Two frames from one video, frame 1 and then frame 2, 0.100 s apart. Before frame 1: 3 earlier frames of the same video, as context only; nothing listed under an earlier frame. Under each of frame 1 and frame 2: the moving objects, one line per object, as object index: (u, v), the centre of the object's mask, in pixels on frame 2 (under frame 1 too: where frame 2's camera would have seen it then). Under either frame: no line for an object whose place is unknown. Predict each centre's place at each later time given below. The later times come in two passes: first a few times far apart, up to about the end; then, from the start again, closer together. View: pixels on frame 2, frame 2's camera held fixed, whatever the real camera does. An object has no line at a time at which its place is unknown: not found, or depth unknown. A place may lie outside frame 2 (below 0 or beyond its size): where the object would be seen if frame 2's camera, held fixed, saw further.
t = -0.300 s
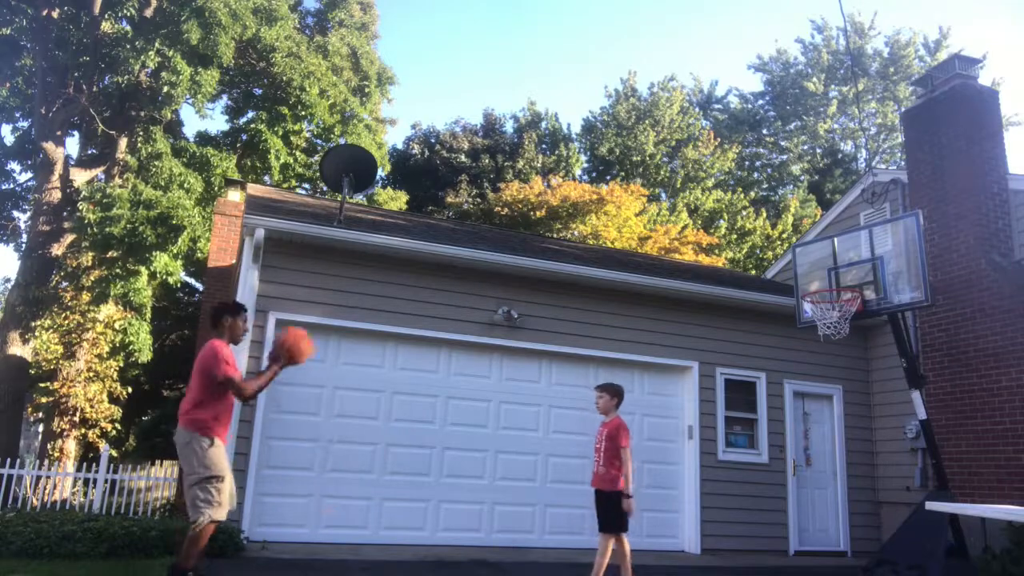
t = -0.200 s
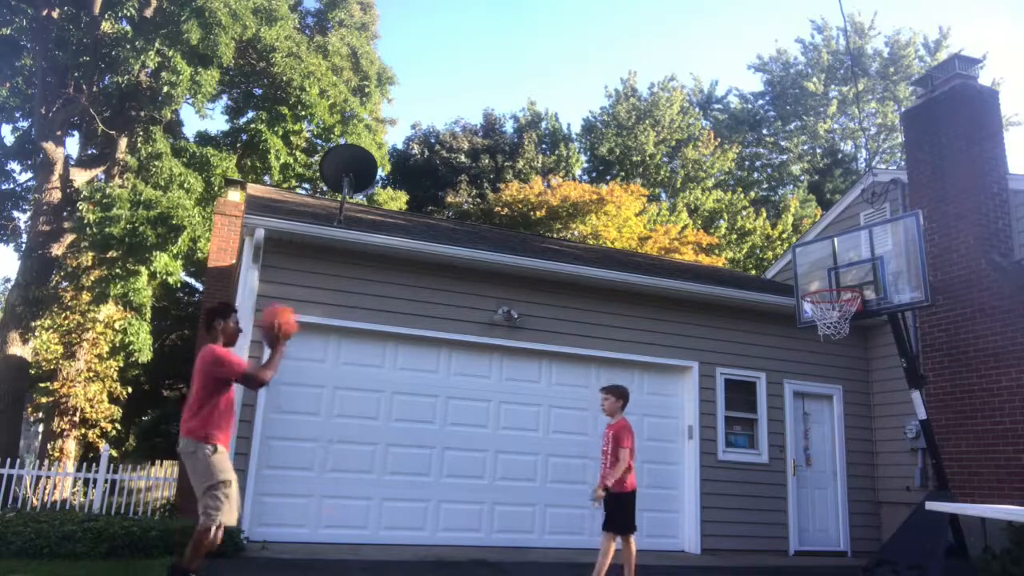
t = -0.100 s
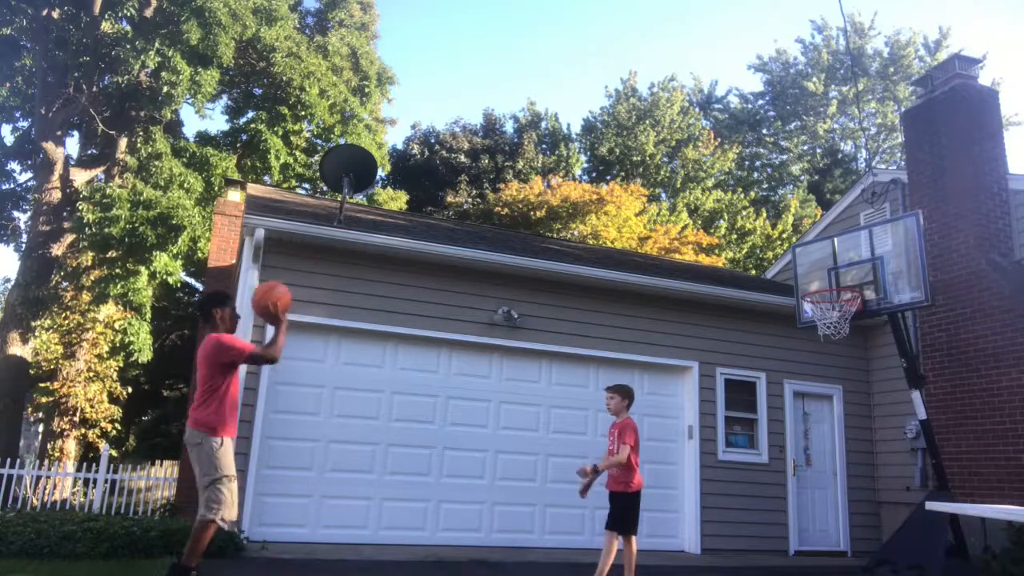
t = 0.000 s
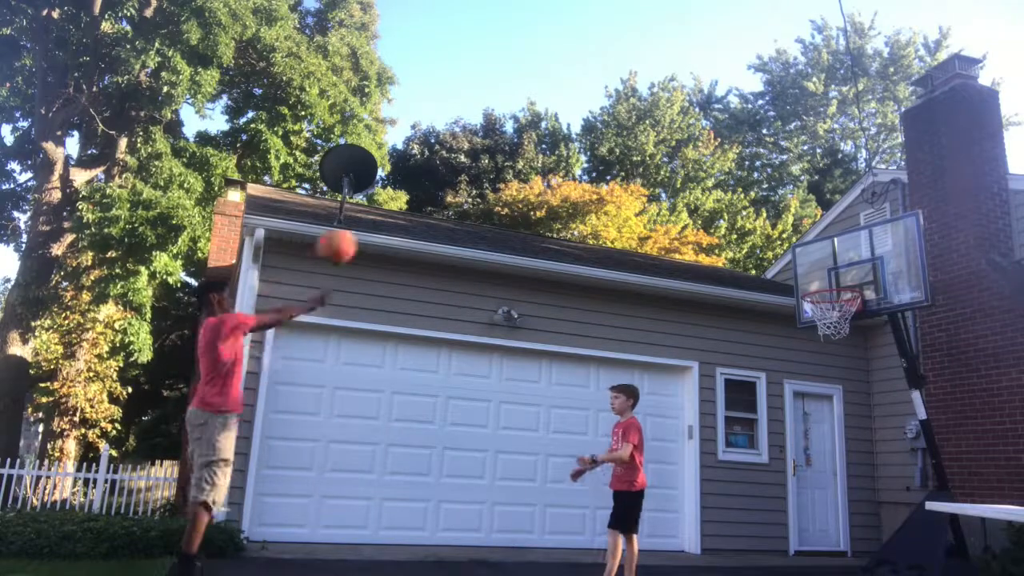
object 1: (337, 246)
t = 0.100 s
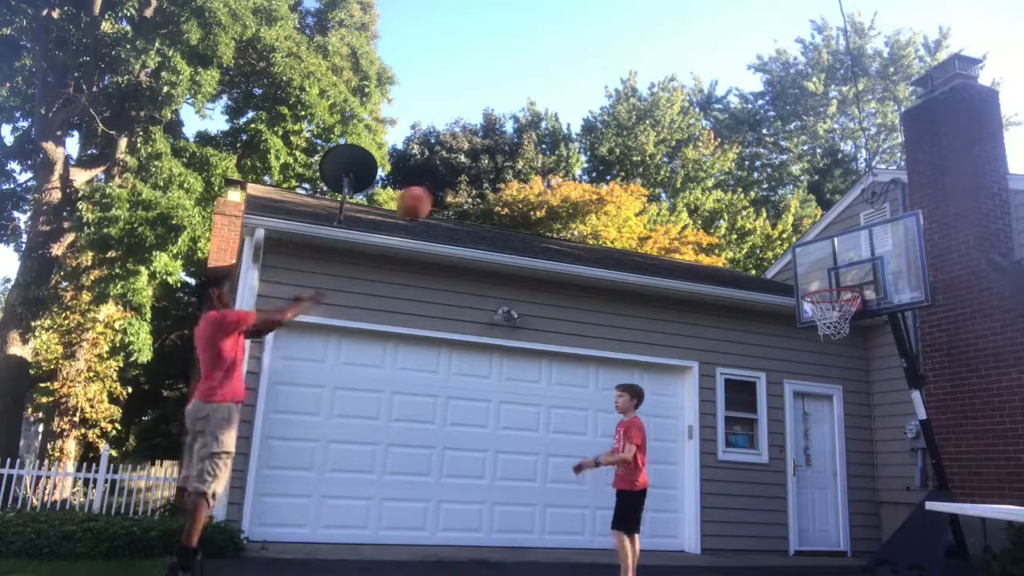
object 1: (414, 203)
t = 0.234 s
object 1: (502, 173)
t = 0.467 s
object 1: (631, 174)
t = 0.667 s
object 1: (729, 223)
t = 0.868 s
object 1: (792, 275)
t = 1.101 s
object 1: (742, 244)
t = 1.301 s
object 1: (701, 265)
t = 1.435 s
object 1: (675, 301)
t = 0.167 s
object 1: (459, 184)
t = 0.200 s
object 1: (482, 176)
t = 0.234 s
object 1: (502, 173)
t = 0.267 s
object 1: (522, 168)
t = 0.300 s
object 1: (542, 166)
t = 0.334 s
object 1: (562, 166)
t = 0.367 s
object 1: (577, 166)
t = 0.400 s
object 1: (597, 166)
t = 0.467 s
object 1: (631, 174)
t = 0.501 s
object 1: (648, 180)
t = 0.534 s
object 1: (665, 186)
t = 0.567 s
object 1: (679, 193)
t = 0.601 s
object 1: (699, 203)
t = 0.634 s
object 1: (714, 214)
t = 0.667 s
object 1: (729, 223)
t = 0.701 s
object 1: (747, 235)
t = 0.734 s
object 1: (760, 246)
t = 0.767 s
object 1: (778, 261)
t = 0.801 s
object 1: (792, 275)
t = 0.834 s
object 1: (798, 284)
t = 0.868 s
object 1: (792, 275)
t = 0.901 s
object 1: (783, 268)
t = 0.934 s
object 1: (776, 262)
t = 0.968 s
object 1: (768, 255)
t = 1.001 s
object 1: (762, 253)
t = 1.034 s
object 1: (755, 246)
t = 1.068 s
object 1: (748, 245)
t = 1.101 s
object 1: (742, 244)
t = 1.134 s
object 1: (735, 246)
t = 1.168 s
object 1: (729, 247)
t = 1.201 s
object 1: (721, 250)
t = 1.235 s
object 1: (714, 254)
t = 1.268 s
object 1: (708, 257)
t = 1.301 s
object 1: (701, 265)
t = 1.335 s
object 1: (694, 272)
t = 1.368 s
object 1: (688, 281)
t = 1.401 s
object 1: (679, 290)
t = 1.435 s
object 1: (675, 301)
